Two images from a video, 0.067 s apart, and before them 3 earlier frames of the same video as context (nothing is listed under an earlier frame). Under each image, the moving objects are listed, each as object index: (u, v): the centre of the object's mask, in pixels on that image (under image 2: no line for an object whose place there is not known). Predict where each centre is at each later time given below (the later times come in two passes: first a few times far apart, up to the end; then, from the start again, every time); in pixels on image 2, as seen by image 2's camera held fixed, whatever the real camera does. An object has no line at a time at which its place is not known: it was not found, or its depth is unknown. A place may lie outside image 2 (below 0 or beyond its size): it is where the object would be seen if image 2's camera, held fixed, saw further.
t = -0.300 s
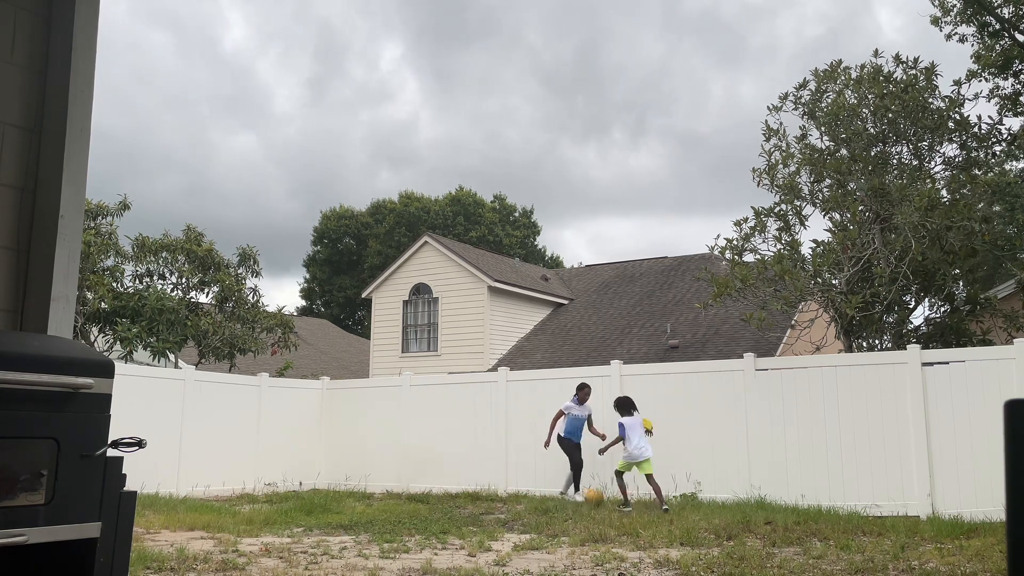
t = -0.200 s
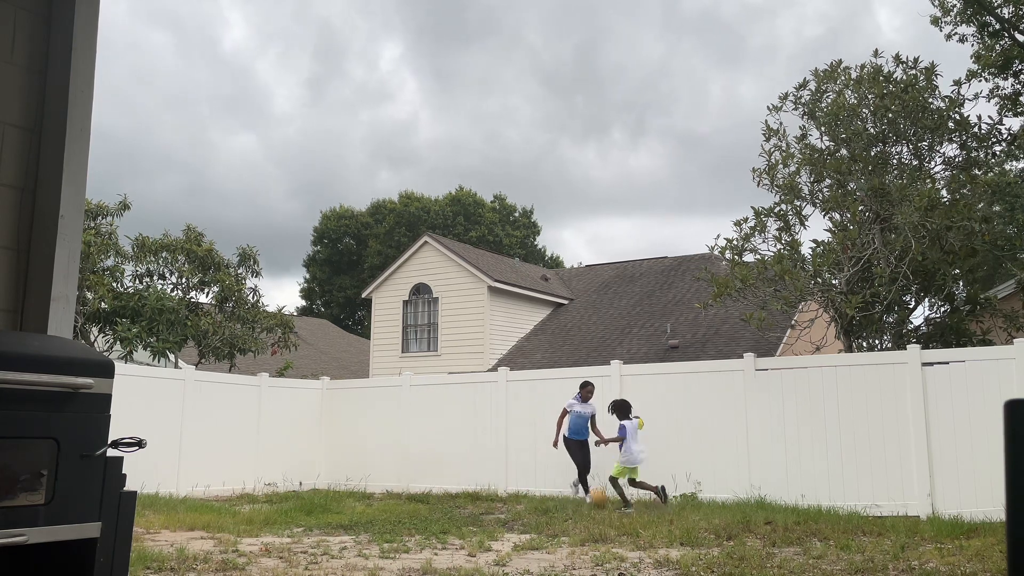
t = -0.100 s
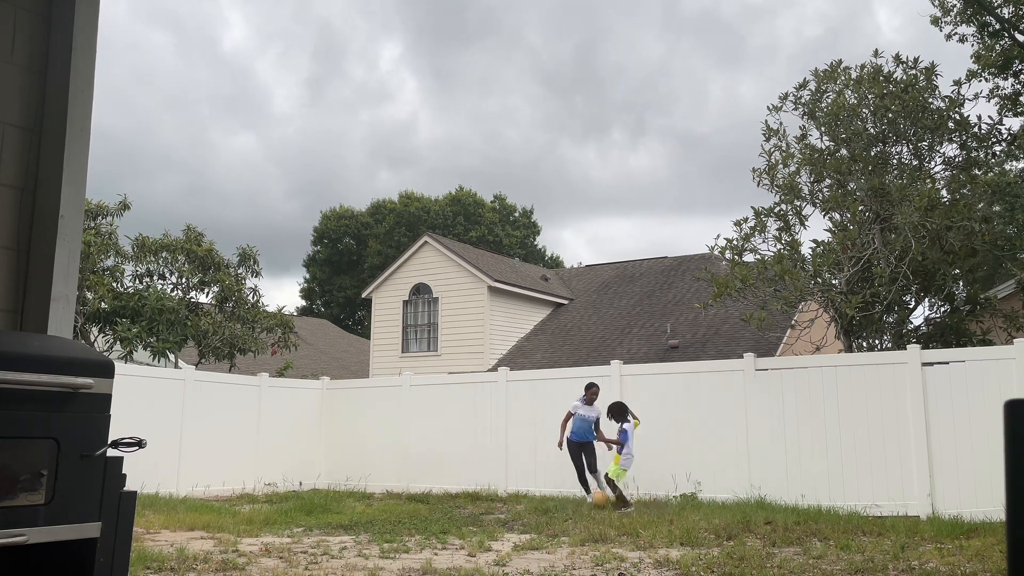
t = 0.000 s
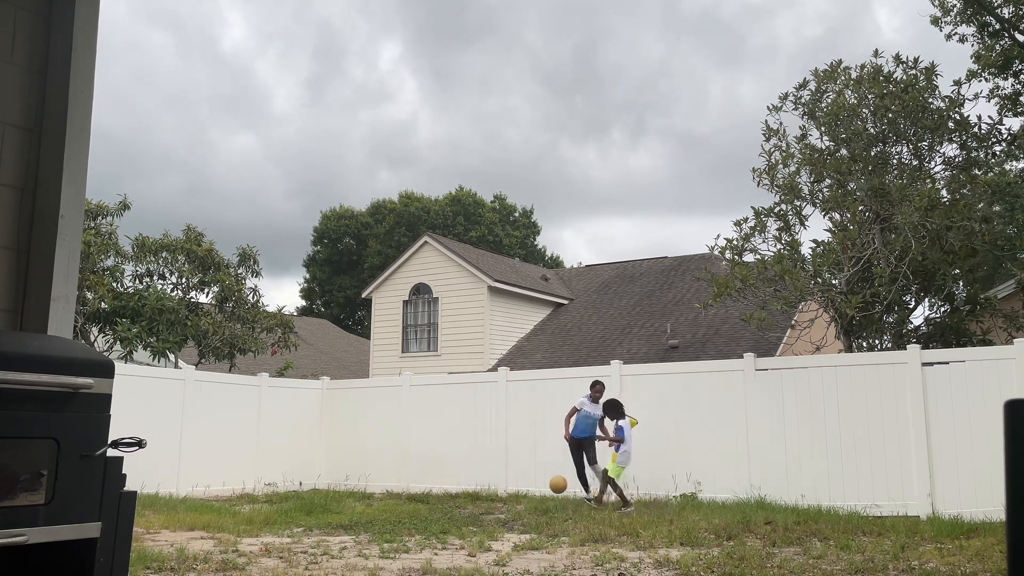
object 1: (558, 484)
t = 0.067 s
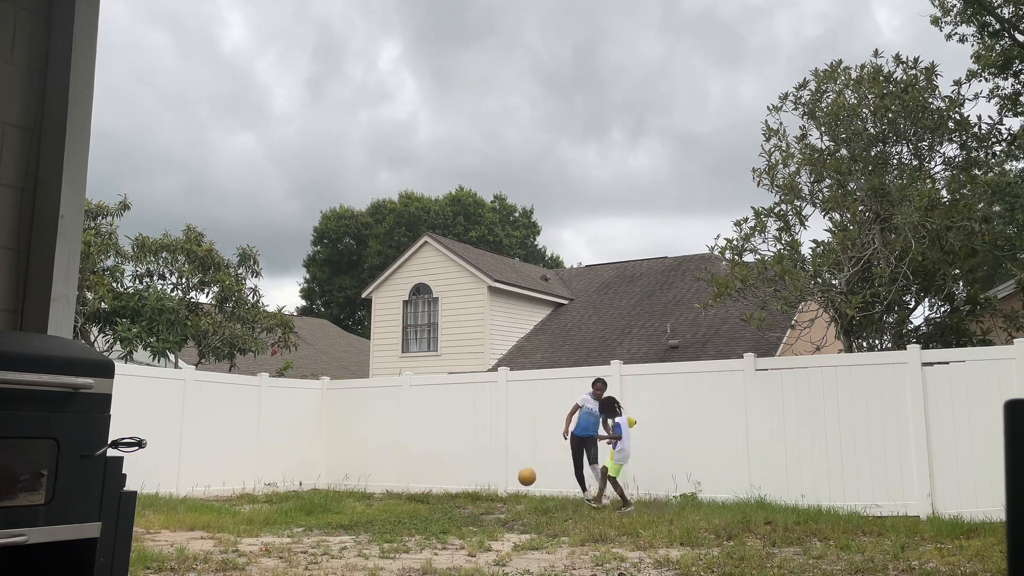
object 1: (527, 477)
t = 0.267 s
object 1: (433, 476)
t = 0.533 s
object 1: (309, 513)
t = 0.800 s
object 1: (235, 509)
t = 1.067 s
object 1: (175, 513)
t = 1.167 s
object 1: (154, 520)
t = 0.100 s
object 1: (511, 474)
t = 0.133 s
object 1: (496, 473)
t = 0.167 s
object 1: (480, 472)
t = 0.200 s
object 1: (464, 472)
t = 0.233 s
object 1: (449, 474)
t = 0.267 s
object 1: (433, 476)
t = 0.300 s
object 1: (416, 479)
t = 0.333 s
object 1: (400, 484)
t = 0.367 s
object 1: (384, 489)
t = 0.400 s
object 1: (368, 495)
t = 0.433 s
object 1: (351, 503)
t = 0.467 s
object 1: (333, 512)
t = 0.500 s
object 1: (318, 517)
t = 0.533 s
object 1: (309, 513)
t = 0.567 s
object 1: (301, 509)
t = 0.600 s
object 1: (291, 505)
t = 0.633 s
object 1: (282, 503)
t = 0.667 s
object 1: (273, 503)
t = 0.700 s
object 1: (263, 503)
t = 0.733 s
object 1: (254, 504)
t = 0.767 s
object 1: (245, 506)
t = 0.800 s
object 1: (235, 509)
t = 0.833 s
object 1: (224, 514)
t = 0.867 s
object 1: (215, 518)
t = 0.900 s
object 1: (207, 519)
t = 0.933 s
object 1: (200, 516)
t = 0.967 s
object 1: (195, 513)
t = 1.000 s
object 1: (188, 512)
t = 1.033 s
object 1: (181, 512)
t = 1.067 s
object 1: (175, 513)
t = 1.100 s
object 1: (169, 516)
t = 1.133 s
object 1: (162, 518)
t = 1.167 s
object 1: (154, 520)
